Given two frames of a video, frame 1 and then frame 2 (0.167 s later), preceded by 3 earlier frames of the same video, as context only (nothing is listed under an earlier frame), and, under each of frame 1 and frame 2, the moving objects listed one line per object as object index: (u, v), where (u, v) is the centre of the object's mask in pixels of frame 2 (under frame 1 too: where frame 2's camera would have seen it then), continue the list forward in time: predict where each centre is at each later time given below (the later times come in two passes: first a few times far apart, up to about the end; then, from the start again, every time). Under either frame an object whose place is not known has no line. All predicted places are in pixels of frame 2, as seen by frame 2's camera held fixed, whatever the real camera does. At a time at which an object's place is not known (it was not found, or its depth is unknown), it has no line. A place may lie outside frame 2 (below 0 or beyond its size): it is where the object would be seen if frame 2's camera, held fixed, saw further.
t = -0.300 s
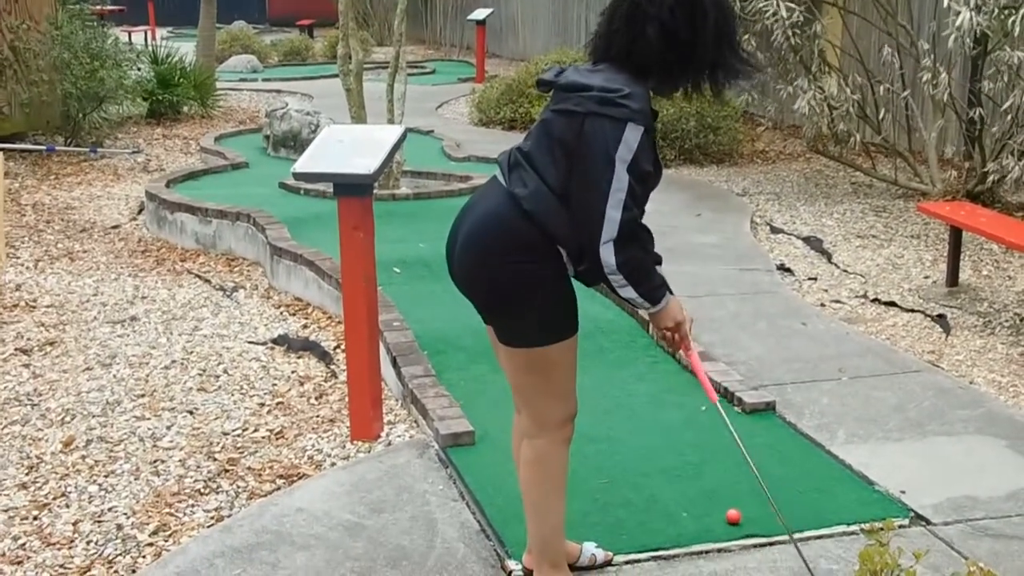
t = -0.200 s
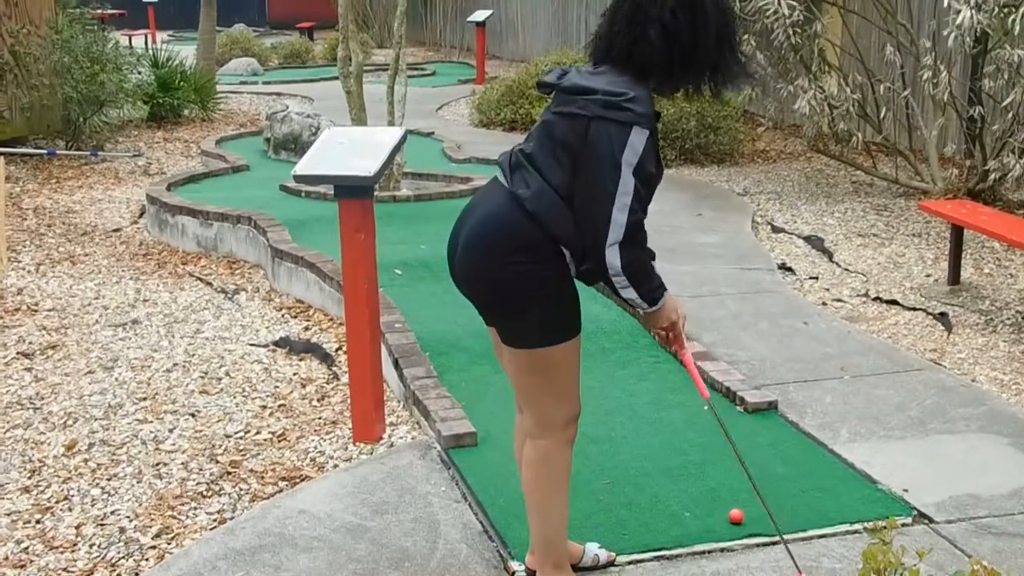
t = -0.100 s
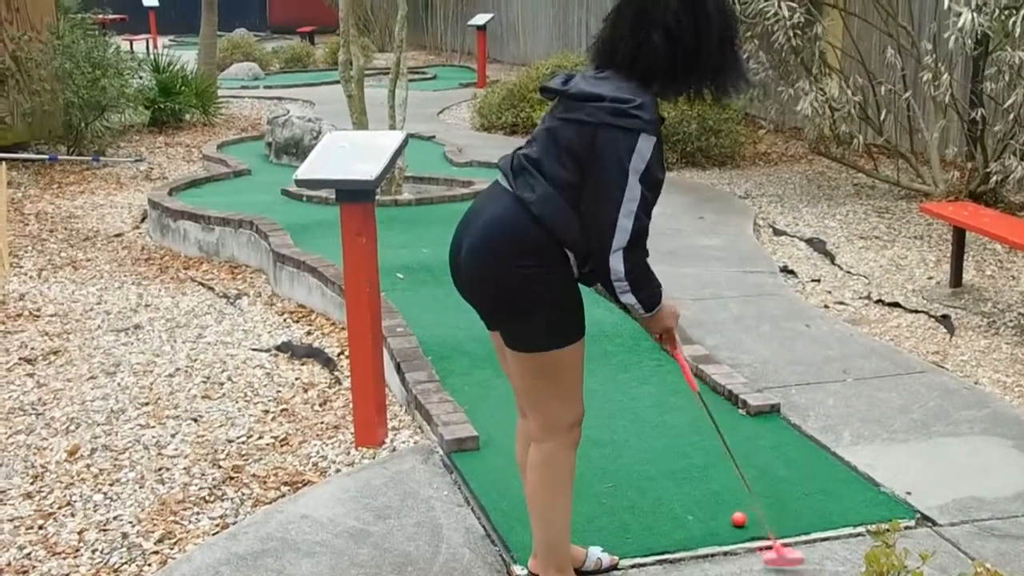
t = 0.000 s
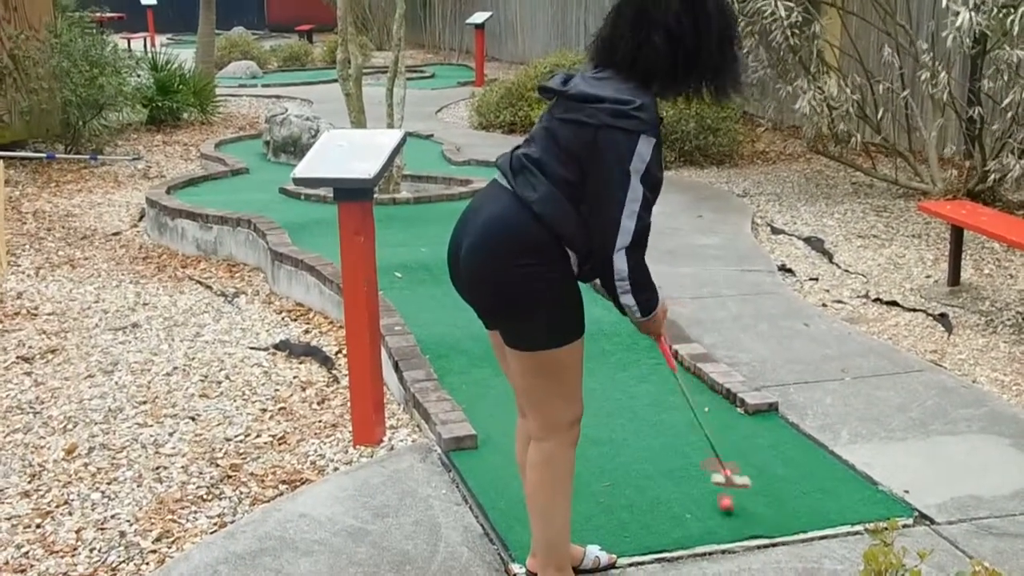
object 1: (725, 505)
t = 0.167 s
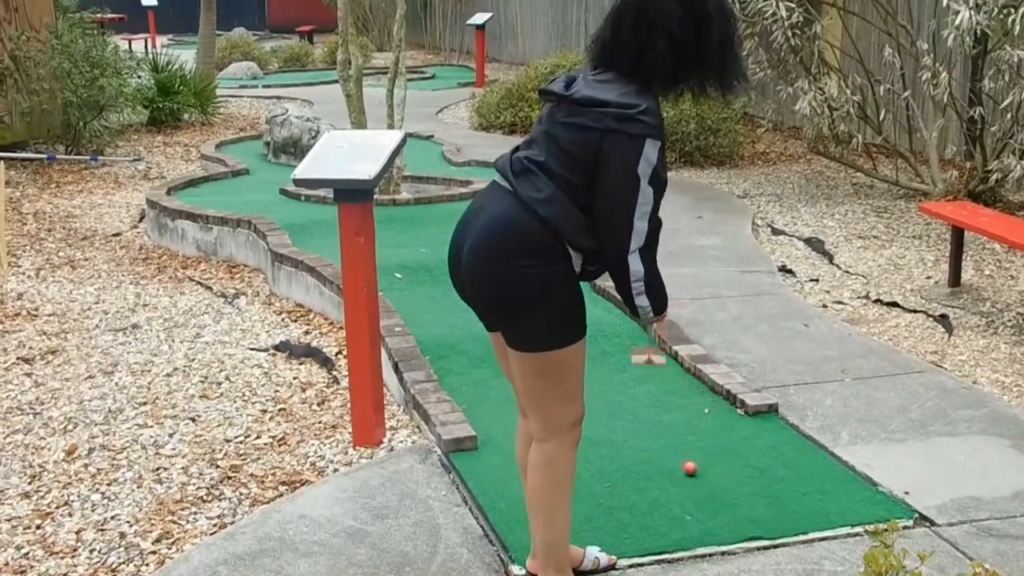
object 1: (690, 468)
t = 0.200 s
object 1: (682, 461)
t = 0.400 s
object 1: (644, 420)
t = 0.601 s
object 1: (612, 389)
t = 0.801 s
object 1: (589, 362)
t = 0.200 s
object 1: (682, 461)
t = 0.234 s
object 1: (675, 454)
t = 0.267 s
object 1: (669, 446)
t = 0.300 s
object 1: (662, 440)
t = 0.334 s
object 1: (656, 433)
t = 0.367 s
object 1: (650, 427)
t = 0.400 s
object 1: (644, 420)
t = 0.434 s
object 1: (638, 415)
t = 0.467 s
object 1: (632, 409)
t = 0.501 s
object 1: (627, 403)
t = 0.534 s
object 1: (622, 400)
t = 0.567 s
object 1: (617, 394)
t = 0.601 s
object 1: (612, 389)
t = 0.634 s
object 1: (608, 384)
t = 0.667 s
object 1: (604, 380)
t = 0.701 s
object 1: (600, 375)
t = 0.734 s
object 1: (596, 371)
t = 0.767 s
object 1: (592, 366)
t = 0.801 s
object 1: (589, 362)
